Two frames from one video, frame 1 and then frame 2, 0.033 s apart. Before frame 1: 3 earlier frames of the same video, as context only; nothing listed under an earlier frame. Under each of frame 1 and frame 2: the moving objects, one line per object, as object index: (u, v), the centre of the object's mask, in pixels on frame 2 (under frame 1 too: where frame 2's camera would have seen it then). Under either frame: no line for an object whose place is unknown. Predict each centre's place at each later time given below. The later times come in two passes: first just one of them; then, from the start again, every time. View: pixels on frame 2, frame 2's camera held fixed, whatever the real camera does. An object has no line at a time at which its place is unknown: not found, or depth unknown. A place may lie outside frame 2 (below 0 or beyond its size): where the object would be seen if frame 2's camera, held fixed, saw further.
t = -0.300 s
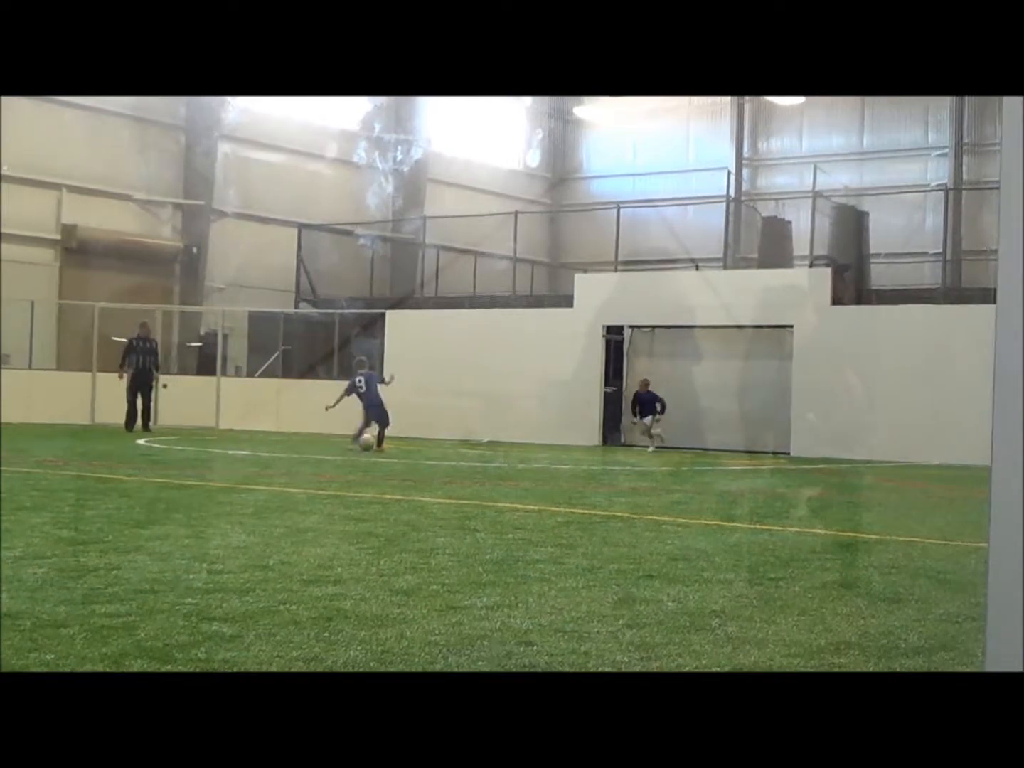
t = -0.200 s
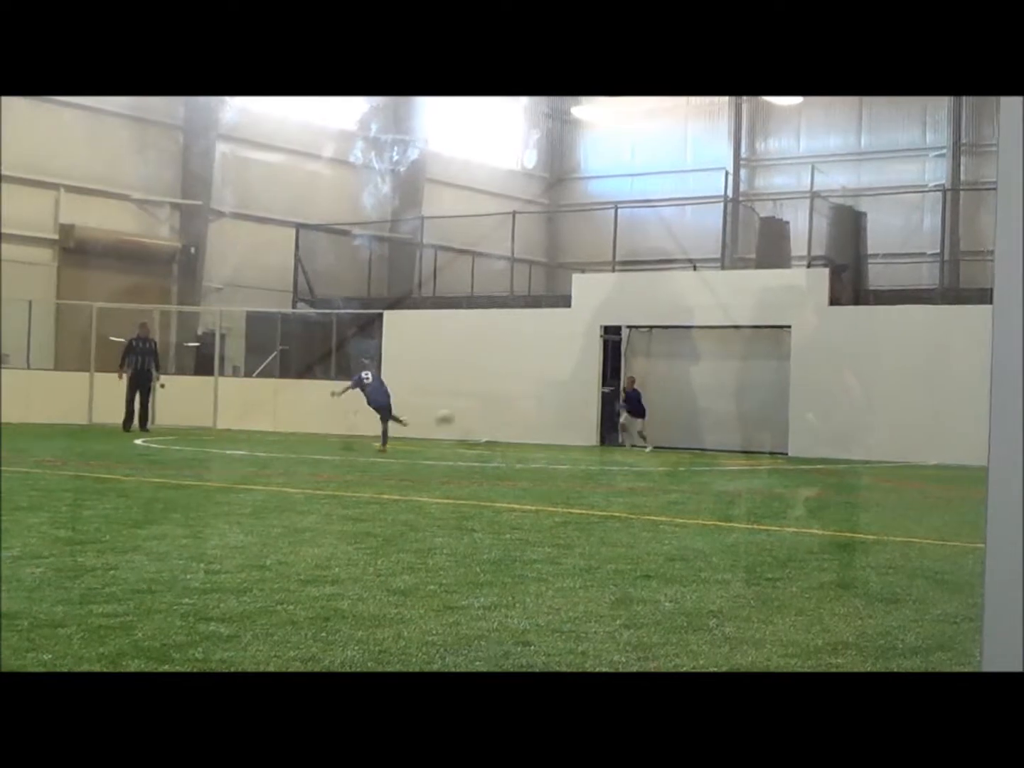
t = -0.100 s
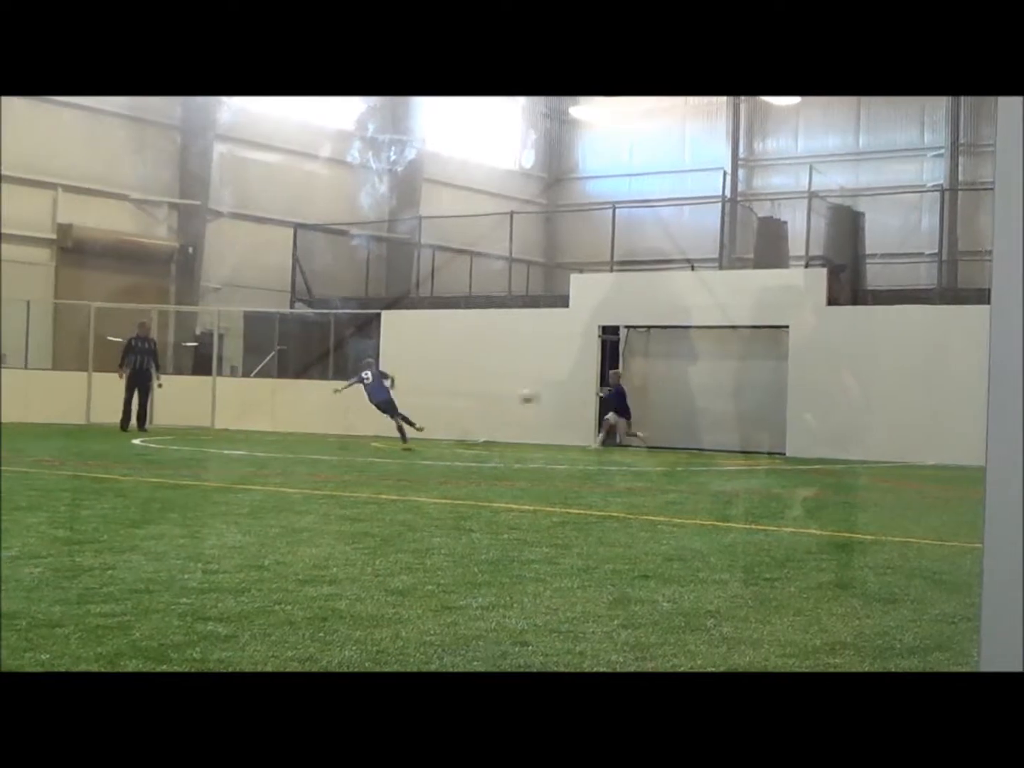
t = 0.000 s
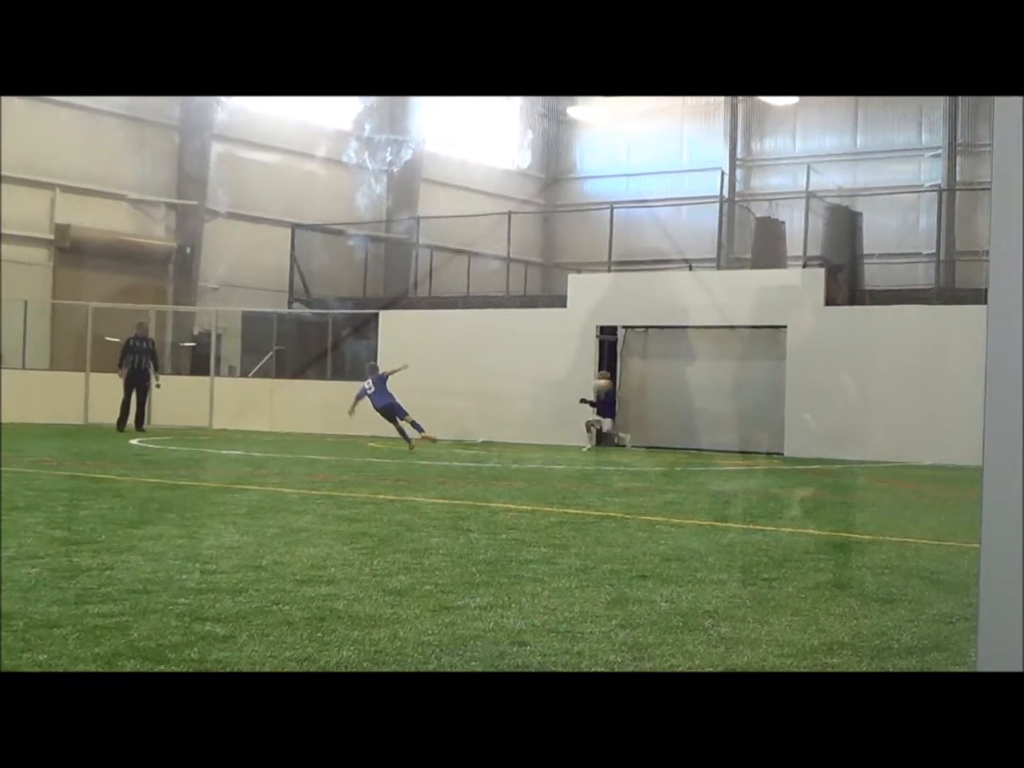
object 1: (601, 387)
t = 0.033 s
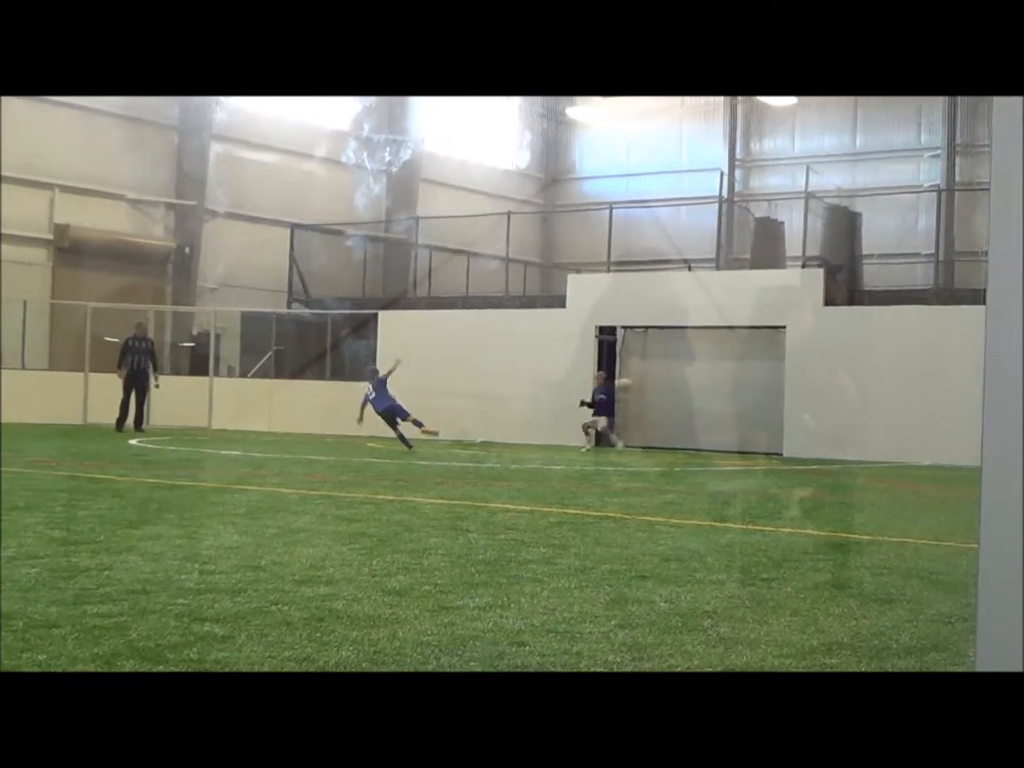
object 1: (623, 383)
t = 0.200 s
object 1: (733, 388)
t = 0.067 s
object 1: (646, 383)
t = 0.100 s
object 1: (669, 384)
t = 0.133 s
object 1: (691, 384)
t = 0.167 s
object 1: (713, 387)
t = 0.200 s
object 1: (733, 388)
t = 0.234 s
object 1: (753, 392)
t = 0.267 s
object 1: (773, 399)
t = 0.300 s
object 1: (780, 401)
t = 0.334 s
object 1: (777, 400)
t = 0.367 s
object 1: (774, 400)
